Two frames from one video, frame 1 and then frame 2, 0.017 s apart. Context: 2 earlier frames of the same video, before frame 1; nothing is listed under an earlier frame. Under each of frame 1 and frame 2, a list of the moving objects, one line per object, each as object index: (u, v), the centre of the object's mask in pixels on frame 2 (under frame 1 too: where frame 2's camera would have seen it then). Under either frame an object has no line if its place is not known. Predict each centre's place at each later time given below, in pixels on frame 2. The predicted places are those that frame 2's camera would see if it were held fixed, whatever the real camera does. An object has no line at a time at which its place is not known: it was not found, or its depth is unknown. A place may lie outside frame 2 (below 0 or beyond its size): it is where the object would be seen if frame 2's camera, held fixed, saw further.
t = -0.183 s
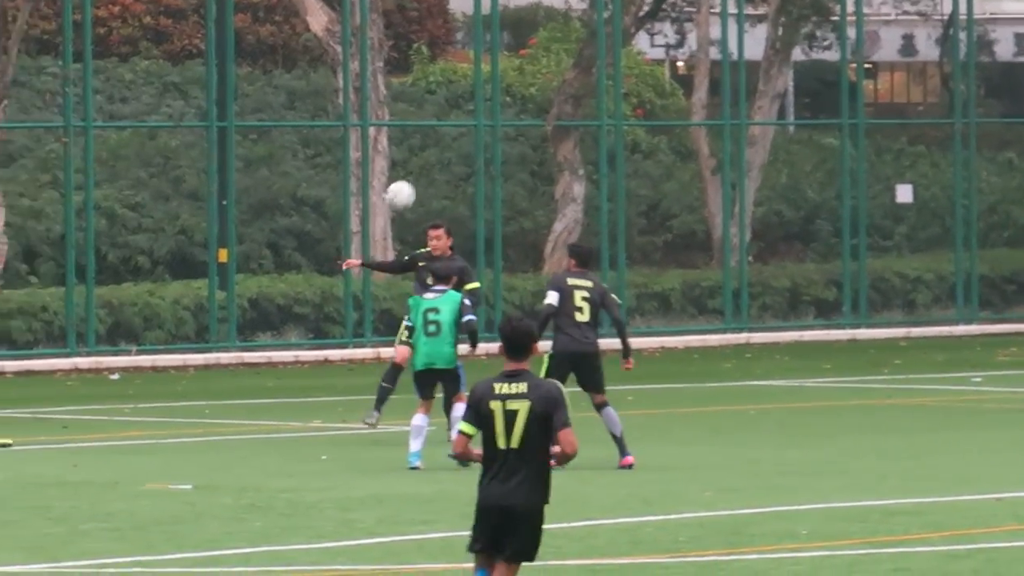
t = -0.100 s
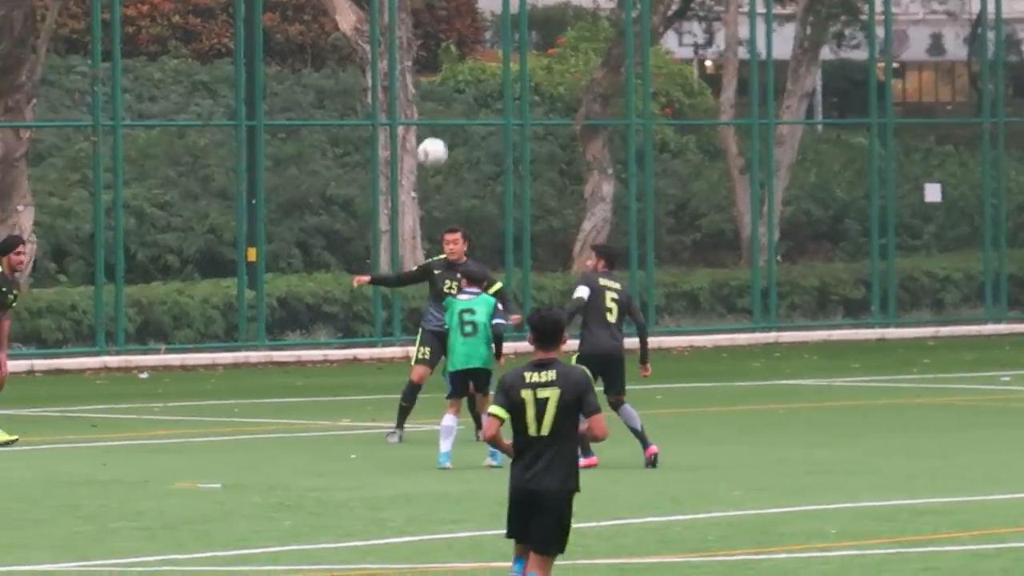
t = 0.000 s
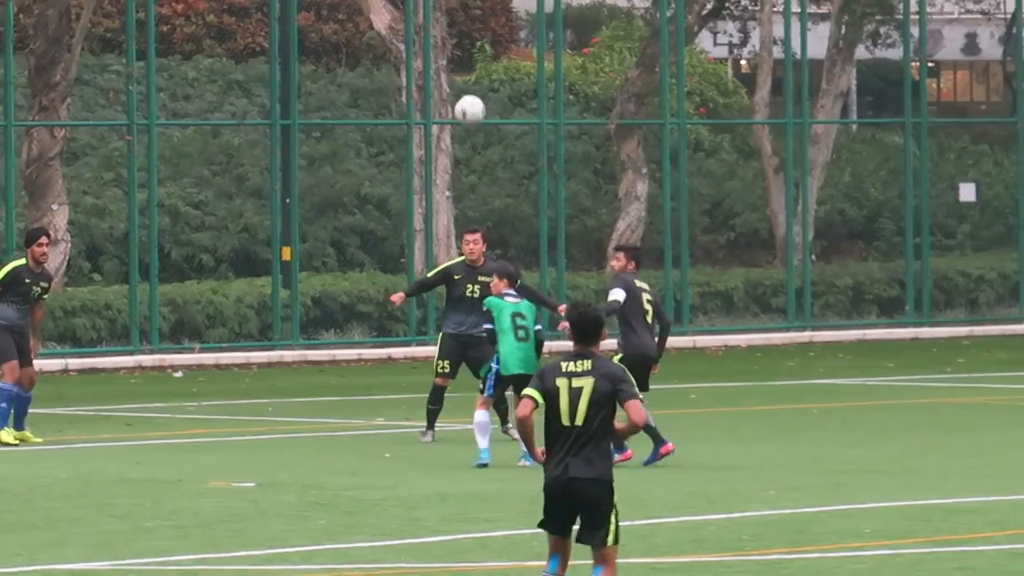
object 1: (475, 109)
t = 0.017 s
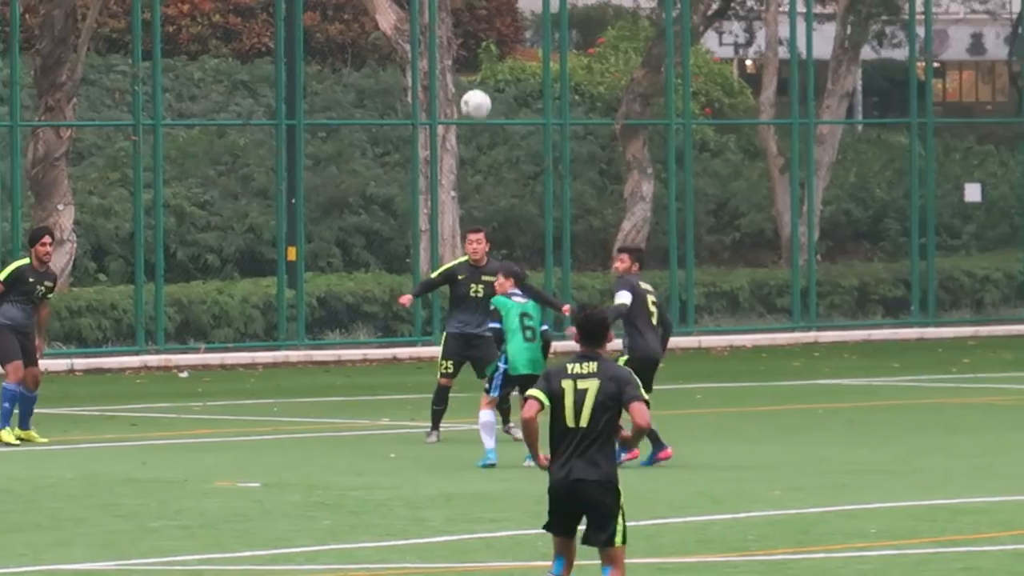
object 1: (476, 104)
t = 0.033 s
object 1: (476, 98)
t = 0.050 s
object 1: (477, 92)
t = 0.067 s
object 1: (478, 88)
